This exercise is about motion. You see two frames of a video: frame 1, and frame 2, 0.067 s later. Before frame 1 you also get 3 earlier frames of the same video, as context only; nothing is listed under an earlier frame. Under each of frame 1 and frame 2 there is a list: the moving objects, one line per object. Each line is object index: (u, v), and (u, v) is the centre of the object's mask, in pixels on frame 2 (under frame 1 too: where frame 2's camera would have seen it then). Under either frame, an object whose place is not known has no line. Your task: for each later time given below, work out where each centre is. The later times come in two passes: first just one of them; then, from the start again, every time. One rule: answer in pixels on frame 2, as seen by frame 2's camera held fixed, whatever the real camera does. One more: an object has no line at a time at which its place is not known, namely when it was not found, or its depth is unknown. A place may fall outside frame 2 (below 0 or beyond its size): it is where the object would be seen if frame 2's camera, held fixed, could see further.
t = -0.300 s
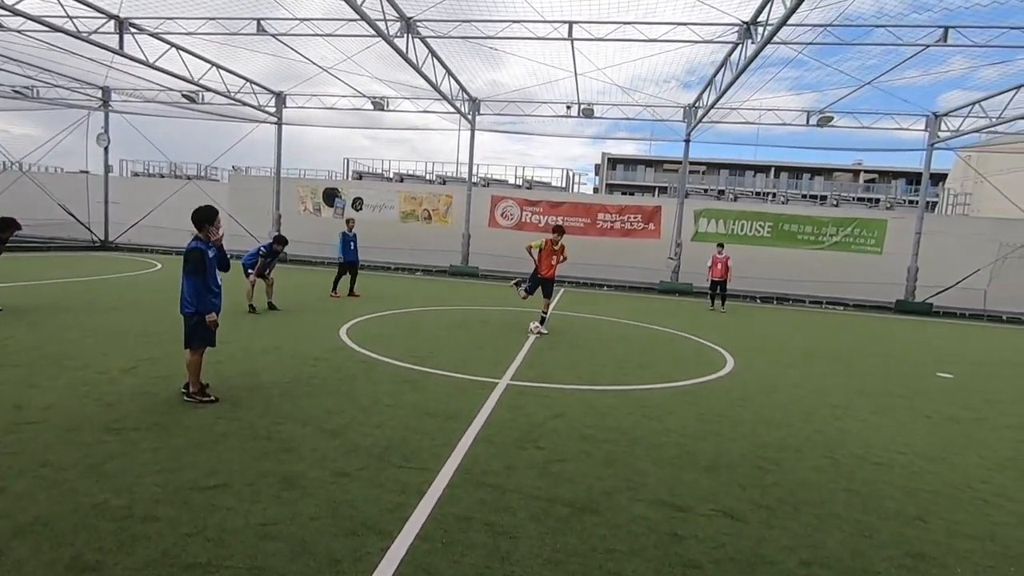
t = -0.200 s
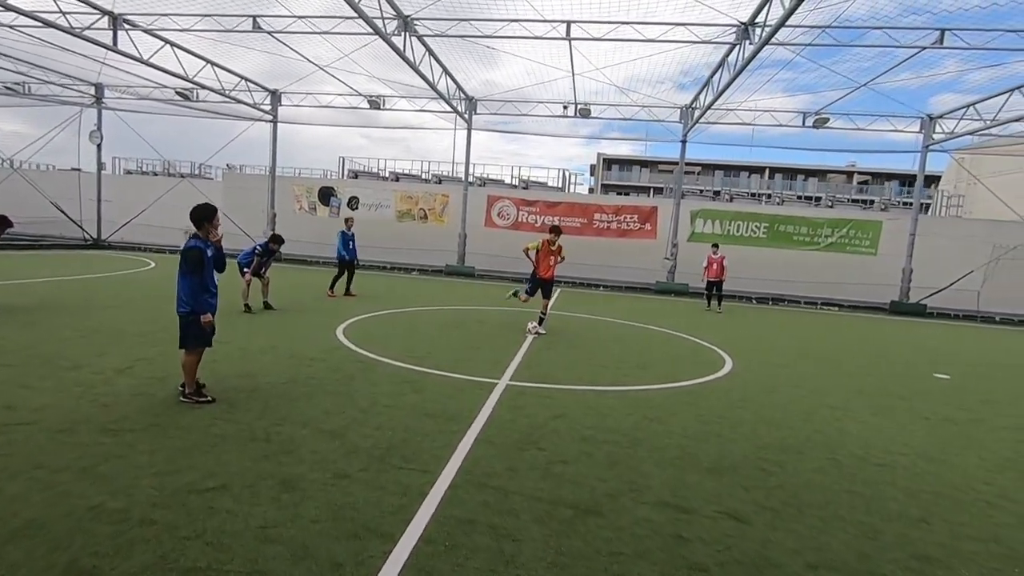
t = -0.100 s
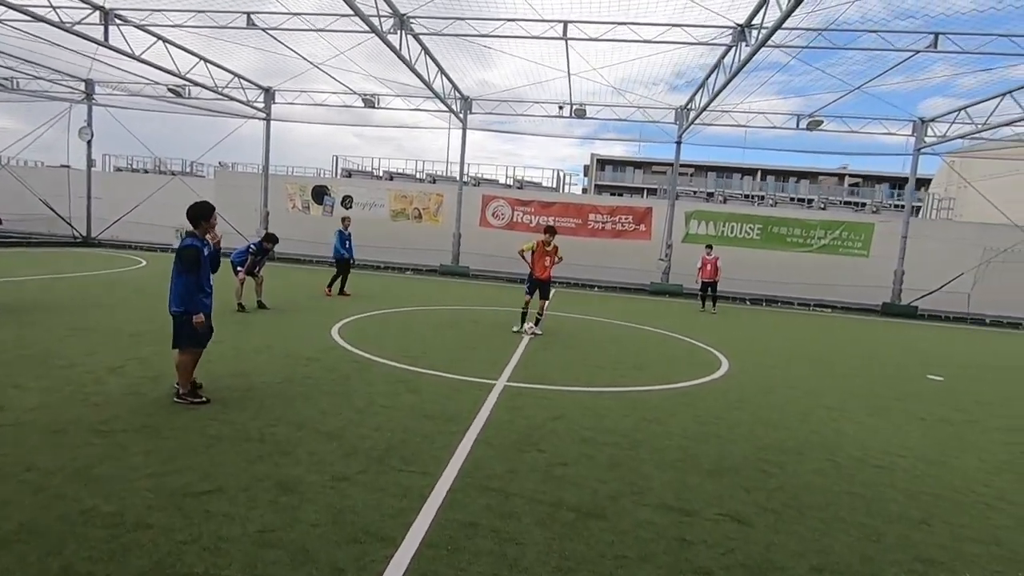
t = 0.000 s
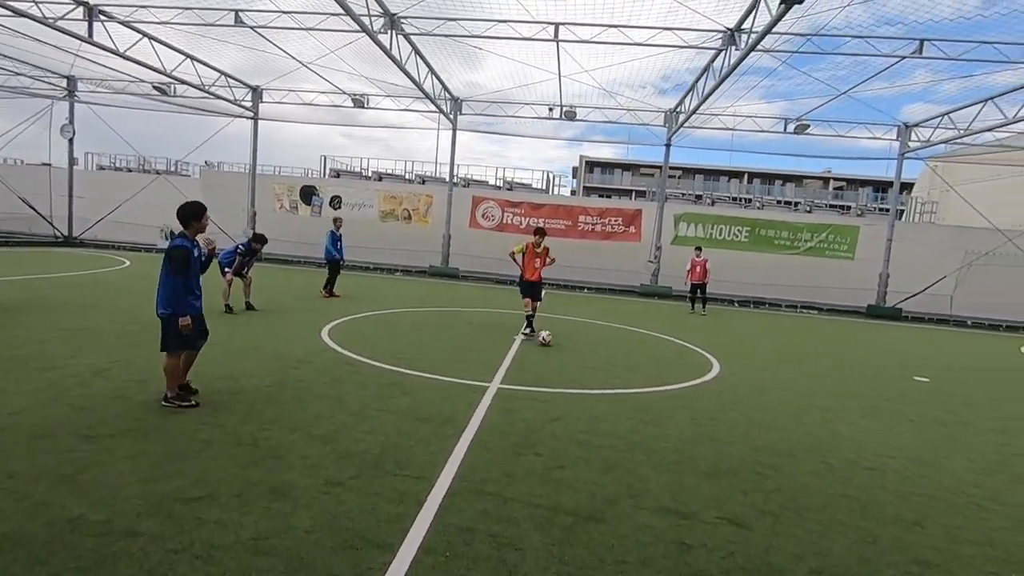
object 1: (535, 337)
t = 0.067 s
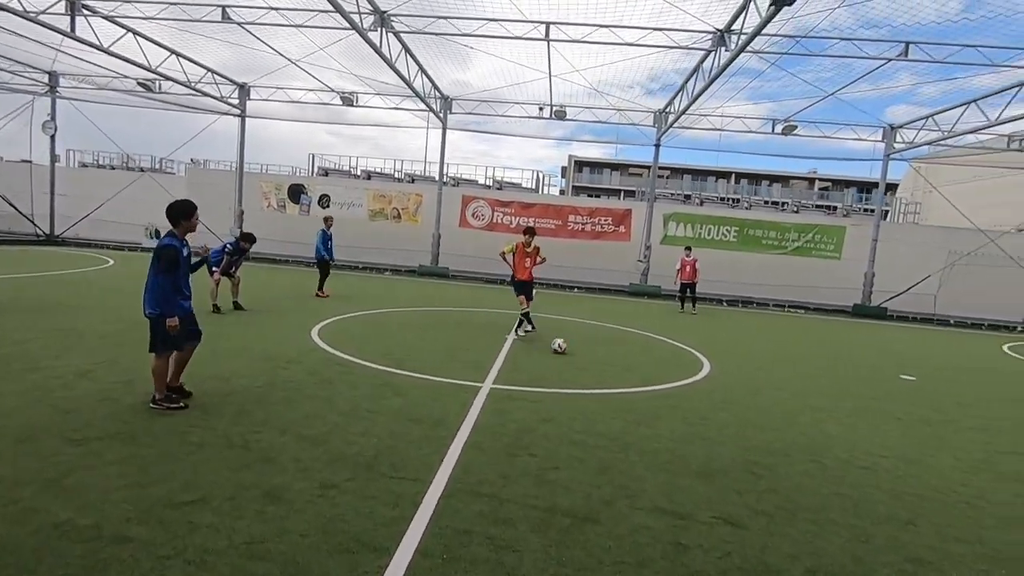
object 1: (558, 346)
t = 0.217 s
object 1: (616, 365)
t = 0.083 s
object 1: (565, 348)
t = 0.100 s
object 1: (571, 349)
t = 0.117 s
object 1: (577, 352)
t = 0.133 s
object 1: (583, 354)
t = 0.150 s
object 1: (590, 356)
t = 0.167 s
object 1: (596, 358)
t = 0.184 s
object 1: (603, 361)
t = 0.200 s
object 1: (610, 363)
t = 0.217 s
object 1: (616, 365)
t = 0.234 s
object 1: (624, 367)
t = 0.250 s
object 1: (631, 369)
